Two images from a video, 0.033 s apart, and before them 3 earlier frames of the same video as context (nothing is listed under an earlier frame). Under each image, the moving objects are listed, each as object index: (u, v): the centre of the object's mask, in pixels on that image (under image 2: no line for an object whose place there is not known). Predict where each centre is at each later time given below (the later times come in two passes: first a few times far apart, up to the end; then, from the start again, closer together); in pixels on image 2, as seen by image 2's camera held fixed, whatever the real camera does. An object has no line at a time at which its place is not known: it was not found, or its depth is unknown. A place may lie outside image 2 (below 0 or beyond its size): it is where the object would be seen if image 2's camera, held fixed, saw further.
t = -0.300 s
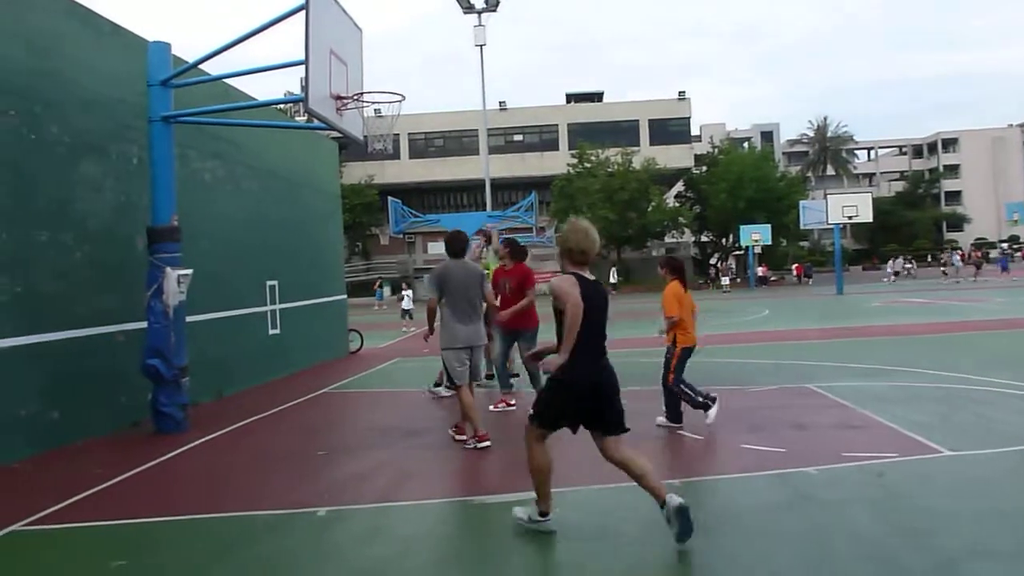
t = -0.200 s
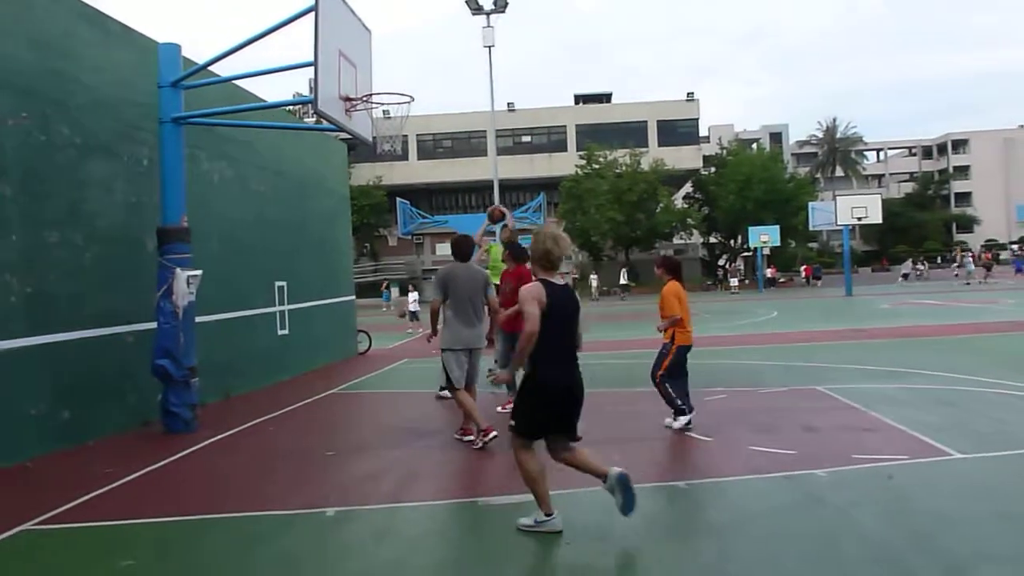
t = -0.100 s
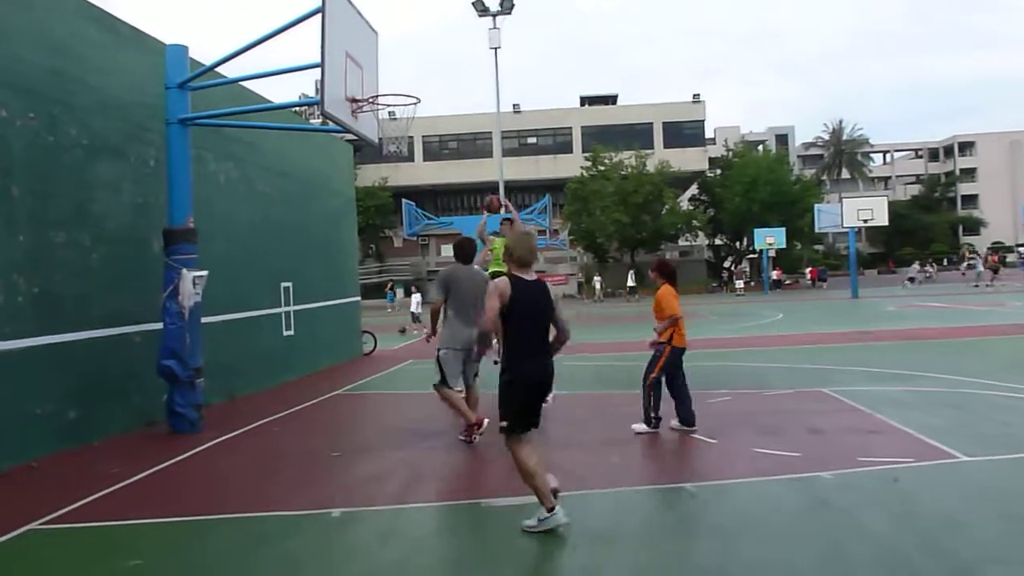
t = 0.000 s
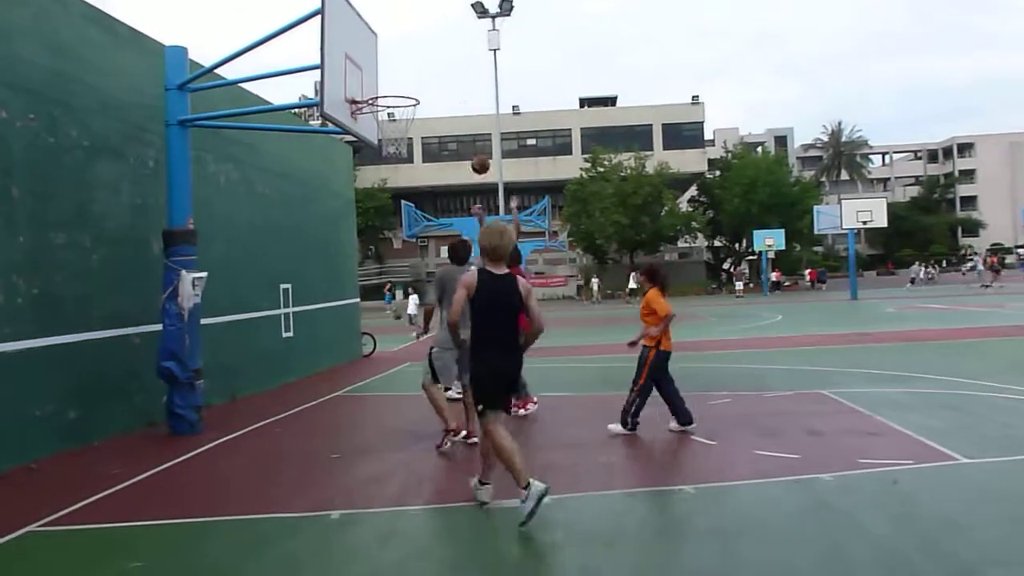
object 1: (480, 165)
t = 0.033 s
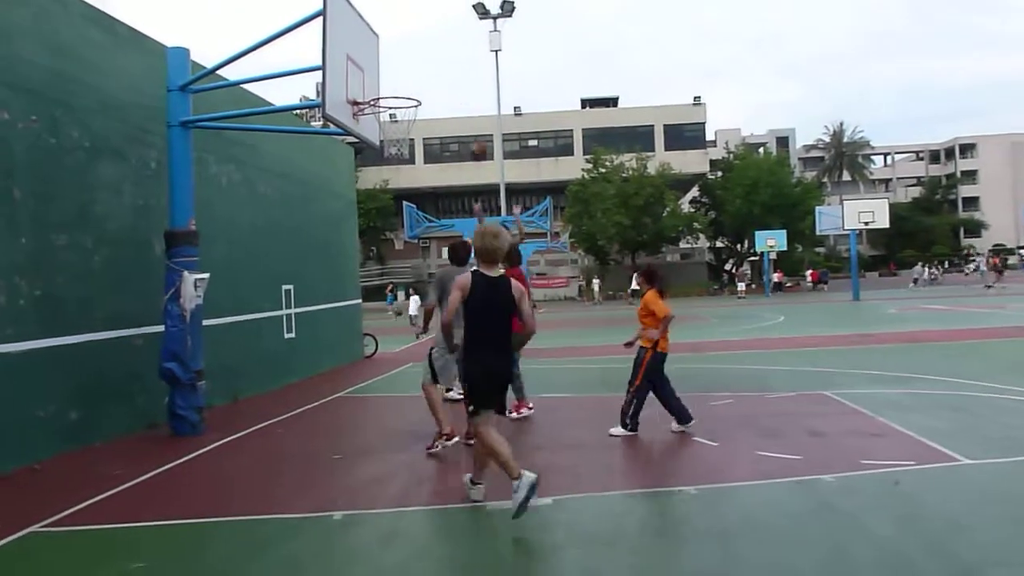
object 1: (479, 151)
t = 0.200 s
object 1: (458, 89)
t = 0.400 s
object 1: (433, 36)
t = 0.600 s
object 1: (404, 15)
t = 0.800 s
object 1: (372, 31)
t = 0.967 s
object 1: (353, 76)
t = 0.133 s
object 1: (466, 112)
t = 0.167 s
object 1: (462, 100)
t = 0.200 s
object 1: (458, 89)
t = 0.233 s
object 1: (454, 78)
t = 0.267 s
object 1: (450, 69)
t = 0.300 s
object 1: (446, 59)
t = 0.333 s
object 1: (441, 51)
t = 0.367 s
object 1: (437, 43)
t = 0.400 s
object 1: (433, 36)
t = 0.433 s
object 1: (428, 31)
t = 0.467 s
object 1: (424, 25)
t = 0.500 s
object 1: (419, 21)
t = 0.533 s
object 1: (414, 18)
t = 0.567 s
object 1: (409, 16)
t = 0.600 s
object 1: (404, 15)
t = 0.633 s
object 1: (399, 14)
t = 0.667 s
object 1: (394, 15)
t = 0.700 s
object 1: (389, 17)
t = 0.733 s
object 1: (383, 21)
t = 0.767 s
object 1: (378, 25)
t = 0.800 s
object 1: (372, 31)
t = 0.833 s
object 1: (367, 38)
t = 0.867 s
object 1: (361, 47)
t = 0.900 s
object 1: (356, 56)
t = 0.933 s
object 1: (355, 66)
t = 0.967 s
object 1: (353, 76)
